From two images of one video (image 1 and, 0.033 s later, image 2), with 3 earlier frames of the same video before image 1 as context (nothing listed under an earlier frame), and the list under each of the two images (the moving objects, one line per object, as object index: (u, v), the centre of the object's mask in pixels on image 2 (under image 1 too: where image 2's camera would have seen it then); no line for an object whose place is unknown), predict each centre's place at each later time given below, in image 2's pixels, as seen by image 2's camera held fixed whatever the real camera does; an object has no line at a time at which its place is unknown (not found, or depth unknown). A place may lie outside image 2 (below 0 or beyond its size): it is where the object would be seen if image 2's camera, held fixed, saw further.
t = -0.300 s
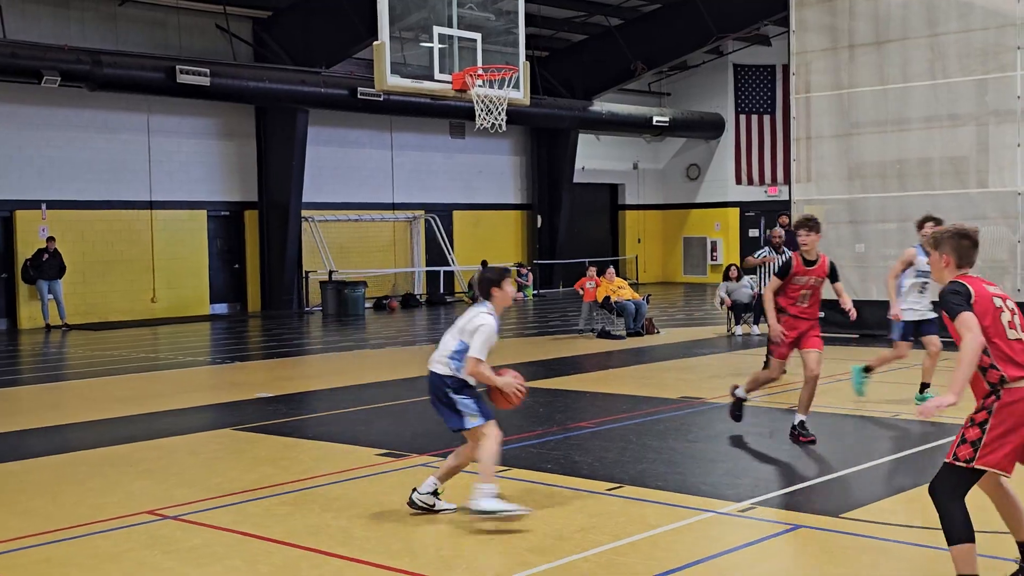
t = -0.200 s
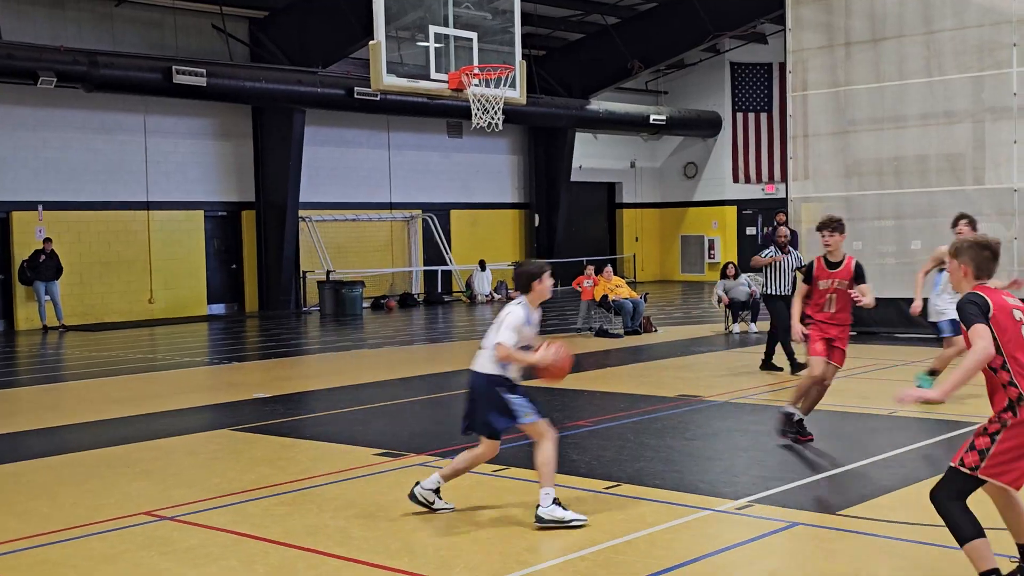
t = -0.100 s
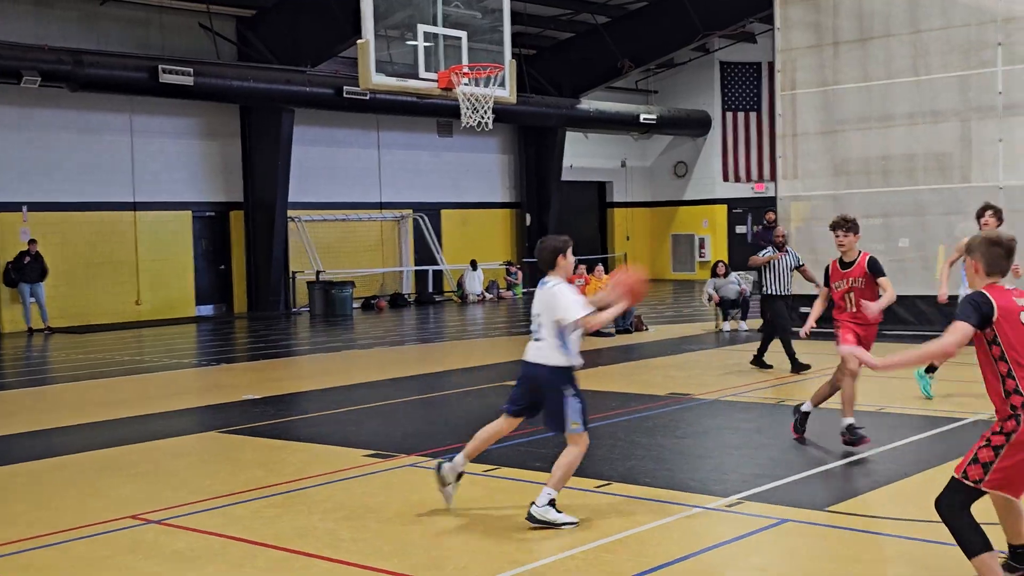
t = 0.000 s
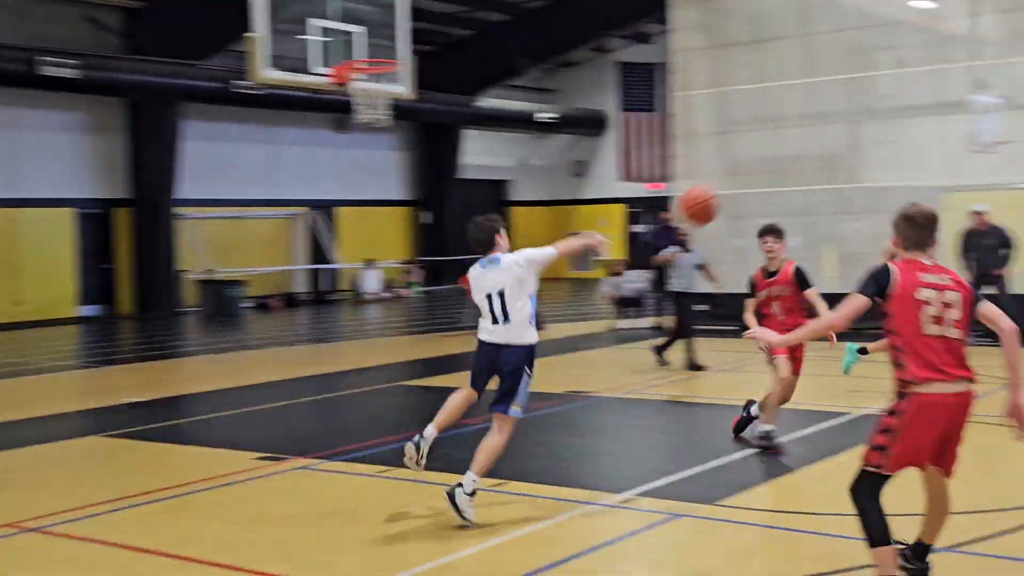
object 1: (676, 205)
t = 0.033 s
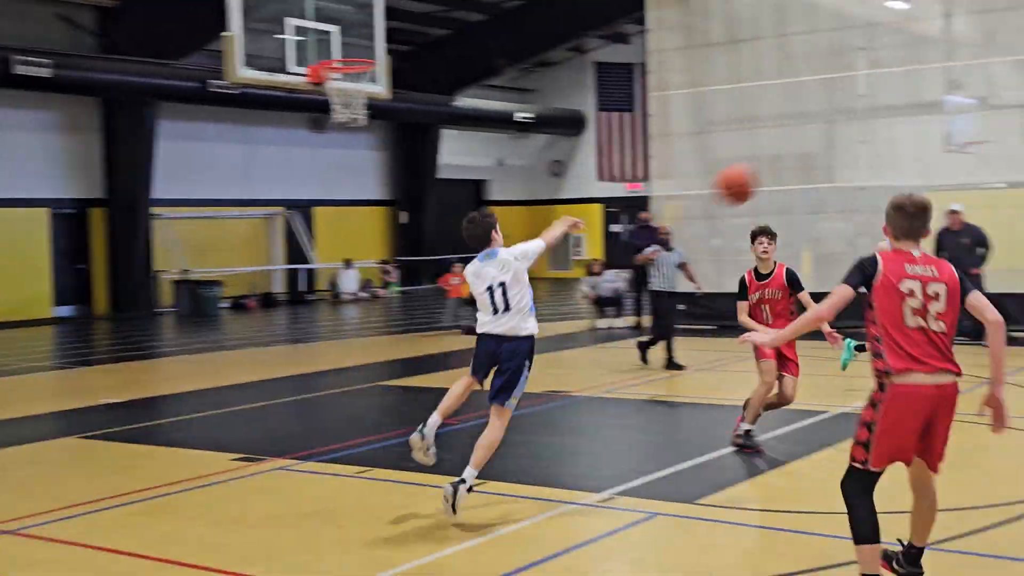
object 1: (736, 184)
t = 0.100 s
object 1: (852, 151)
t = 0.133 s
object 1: (907, 139)
